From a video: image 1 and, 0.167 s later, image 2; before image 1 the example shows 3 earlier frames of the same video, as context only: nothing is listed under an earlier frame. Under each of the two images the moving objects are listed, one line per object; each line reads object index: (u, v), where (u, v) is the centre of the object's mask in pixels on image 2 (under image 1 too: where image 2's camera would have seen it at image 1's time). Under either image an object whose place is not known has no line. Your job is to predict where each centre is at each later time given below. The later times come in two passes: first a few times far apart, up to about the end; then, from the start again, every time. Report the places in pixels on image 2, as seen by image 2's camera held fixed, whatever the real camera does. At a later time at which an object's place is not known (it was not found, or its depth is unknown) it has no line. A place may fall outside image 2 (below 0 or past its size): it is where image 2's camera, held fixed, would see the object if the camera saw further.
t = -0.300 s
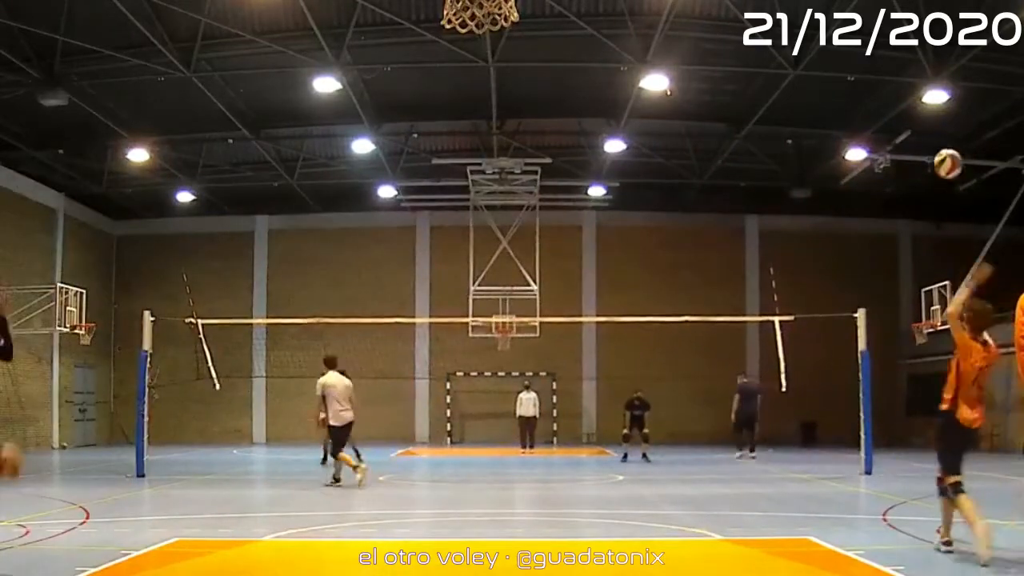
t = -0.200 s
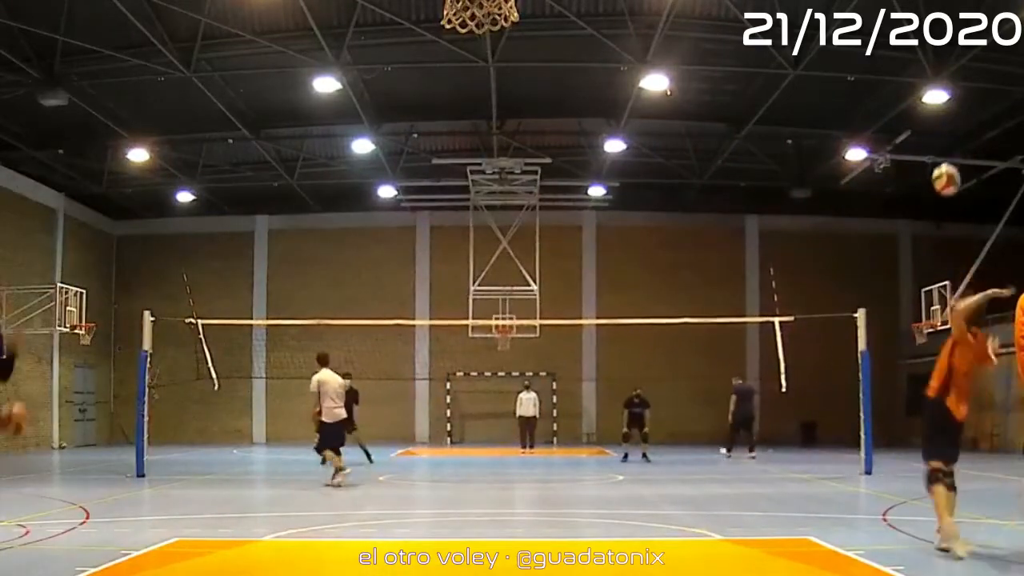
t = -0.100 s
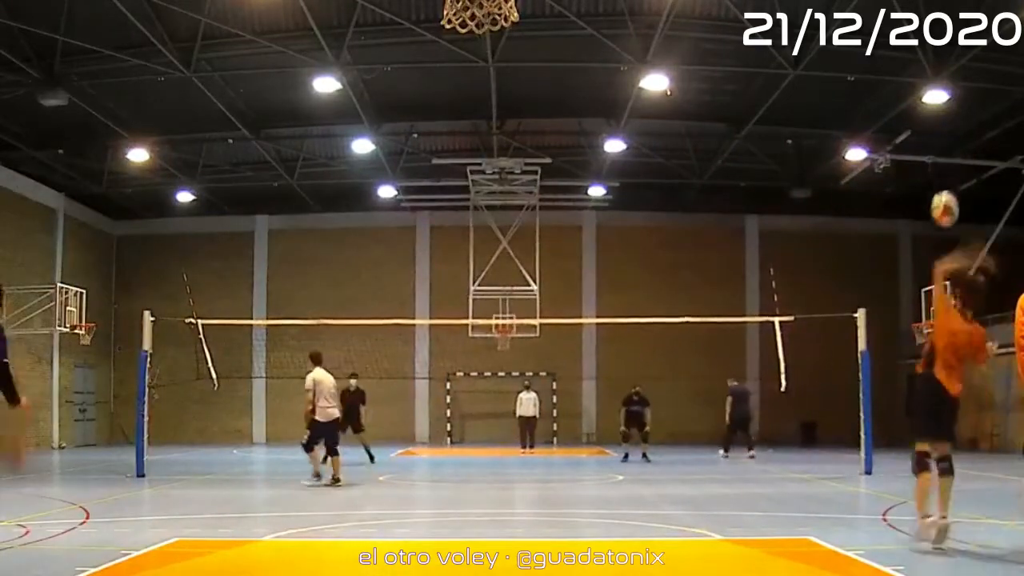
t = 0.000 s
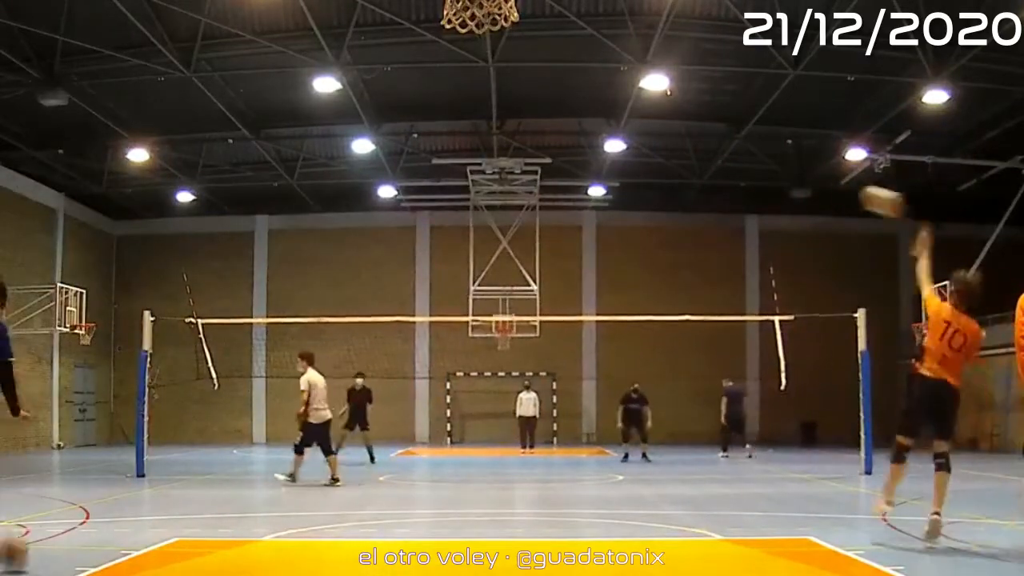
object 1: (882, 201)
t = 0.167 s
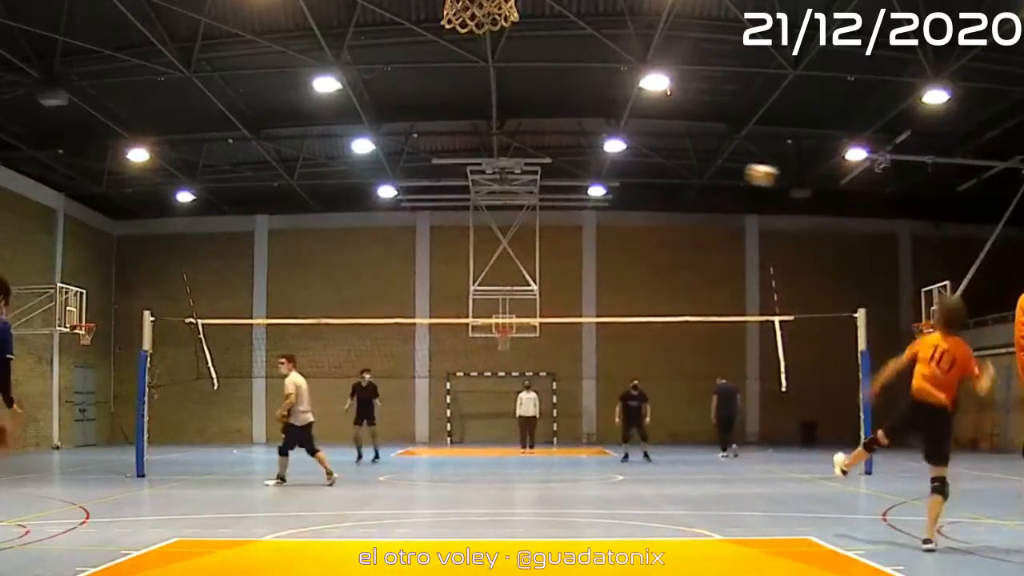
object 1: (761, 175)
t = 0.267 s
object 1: (710, 174)
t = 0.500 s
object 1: (624, 204)
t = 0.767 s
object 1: (564, 262)
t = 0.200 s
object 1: (742, 173)
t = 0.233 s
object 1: (725, 173)
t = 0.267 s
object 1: (710, 174)
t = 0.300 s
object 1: (694, 176)
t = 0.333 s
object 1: (680, 179)
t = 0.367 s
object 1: (667, 183)
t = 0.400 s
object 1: (655, 188)
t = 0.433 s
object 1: (643, 193)
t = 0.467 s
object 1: (633, 198)
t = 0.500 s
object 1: (624, 204)
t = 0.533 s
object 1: (614, 210)
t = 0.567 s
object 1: (606, 217)
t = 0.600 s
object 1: (598, 224)
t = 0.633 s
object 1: (591, 230)
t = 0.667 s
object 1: (583, 239)
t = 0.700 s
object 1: (577, 246)
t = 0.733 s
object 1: (571, 253)
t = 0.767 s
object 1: (564, 262)
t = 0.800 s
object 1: (558, 270)
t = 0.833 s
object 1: (553, 279)
